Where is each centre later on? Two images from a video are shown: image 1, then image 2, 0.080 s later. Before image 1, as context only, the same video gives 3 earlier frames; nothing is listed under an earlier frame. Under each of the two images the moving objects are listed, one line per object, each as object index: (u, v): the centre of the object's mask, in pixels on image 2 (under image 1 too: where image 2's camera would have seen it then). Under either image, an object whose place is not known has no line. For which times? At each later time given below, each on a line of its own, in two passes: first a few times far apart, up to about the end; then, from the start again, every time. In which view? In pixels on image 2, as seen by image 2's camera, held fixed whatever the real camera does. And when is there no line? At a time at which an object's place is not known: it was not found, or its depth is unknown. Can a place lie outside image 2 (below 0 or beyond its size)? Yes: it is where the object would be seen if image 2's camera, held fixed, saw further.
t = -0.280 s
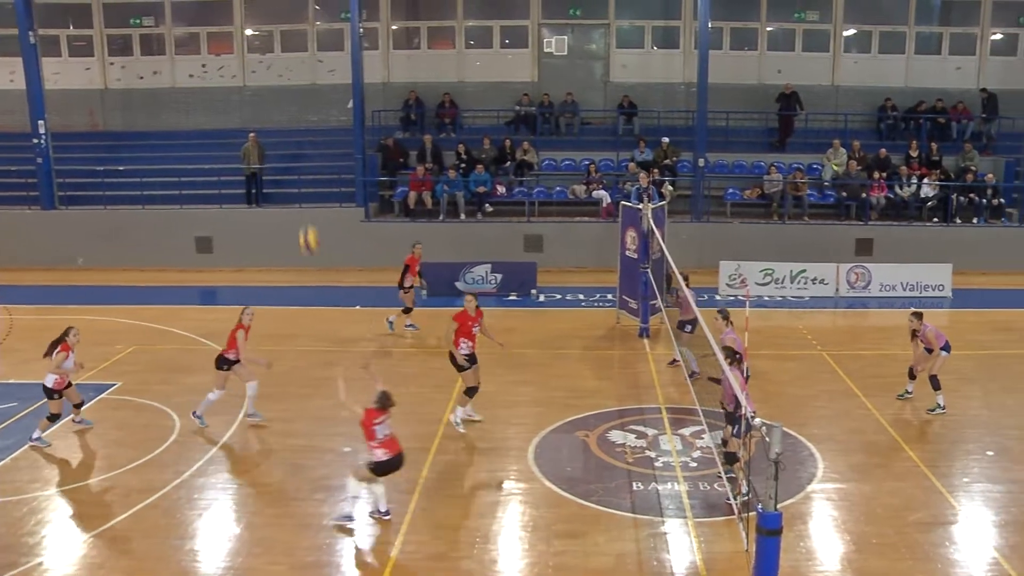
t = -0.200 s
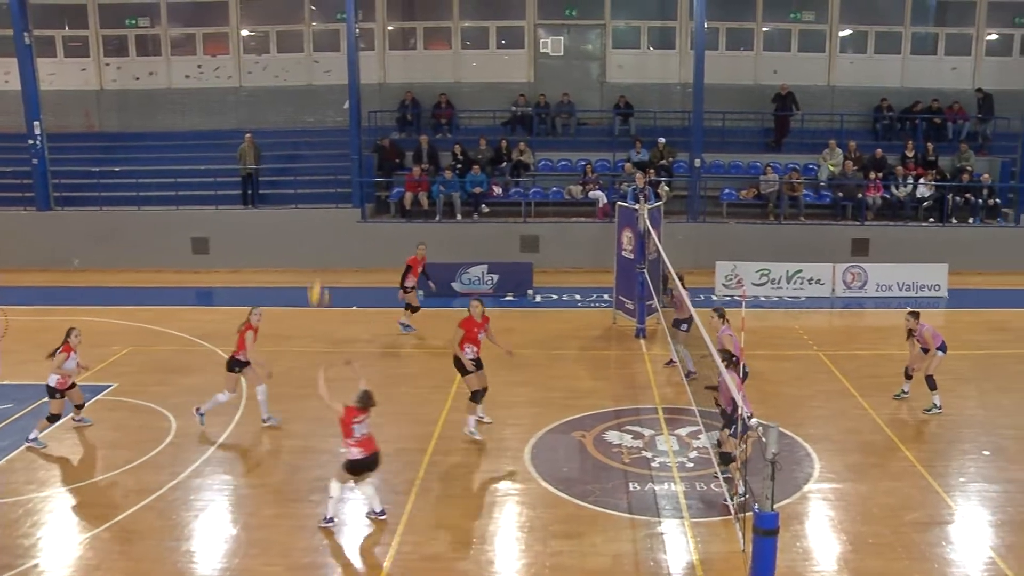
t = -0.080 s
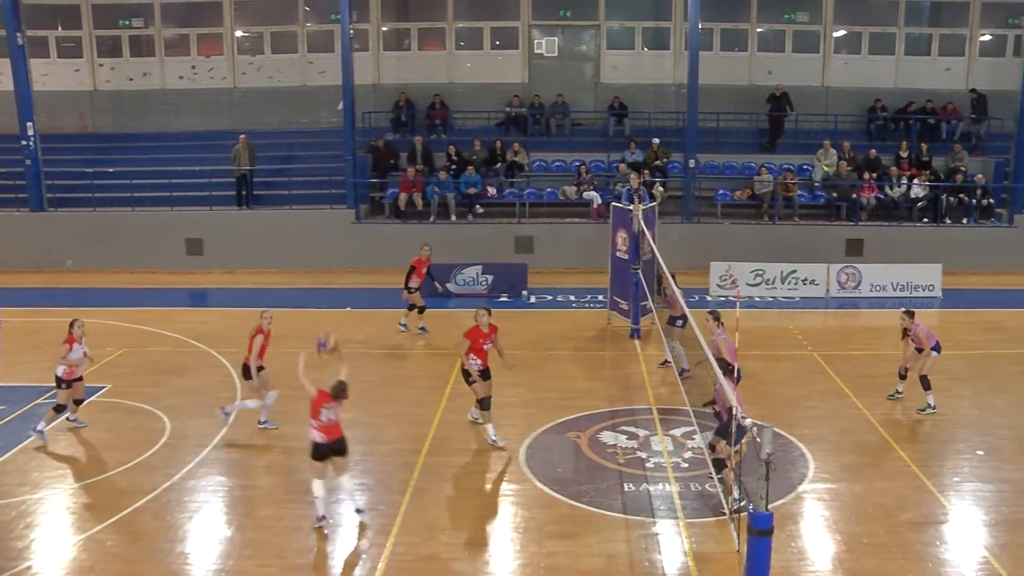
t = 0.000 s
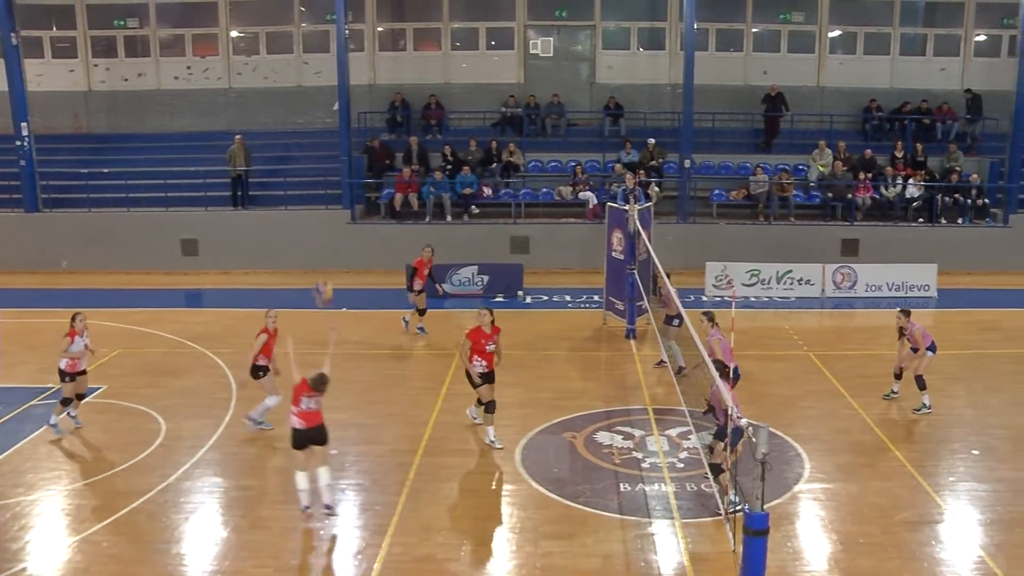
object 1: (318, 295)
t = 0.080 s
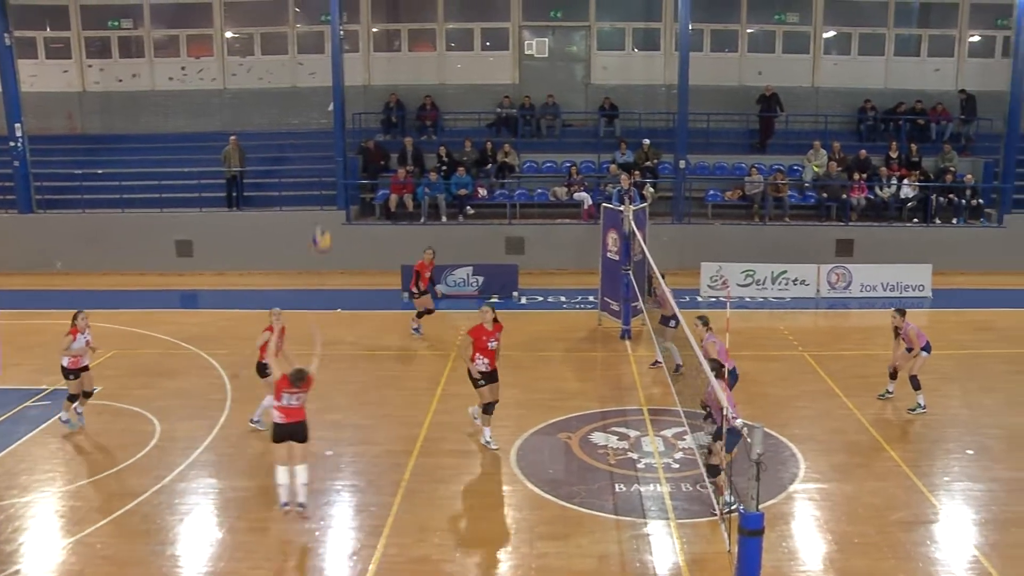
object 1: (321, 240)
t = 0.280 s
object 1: (331, 133)
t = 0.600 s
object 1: (353, 45)
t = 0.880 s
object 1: (379, 61)
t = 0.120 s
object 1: (322, 215)
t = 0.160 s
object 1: (323, 193)
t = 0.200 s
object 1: (325, 172)
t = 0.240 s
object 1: (328, 152)
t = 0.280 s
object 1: (331, 133)
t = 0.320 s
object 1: (334, 116)
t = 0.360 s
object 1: (336, 101)
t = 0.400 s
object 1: (339, 88)
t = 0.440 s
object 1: (341, 77)
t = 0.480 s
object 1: (344, 67)
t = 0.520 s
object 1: (347, 58)
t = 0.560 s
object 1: (350, 51)
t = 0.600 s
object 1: (353, 45)
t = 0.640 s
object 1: (357, 42)
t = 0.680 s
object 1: (360, 40)
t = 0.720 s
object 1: (363, 41)
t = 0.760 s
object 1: (367, 43)
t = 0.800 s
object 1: (371, 46)
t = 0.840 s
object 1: (375, 53)
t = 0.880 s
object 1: (379, 61)
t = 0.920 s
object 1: (382, 71)
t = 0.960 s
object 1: (387, 84)
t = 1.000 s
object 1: (390, 99)
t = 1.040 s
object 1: (394, 114)
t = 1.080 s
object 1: (398, 132)
